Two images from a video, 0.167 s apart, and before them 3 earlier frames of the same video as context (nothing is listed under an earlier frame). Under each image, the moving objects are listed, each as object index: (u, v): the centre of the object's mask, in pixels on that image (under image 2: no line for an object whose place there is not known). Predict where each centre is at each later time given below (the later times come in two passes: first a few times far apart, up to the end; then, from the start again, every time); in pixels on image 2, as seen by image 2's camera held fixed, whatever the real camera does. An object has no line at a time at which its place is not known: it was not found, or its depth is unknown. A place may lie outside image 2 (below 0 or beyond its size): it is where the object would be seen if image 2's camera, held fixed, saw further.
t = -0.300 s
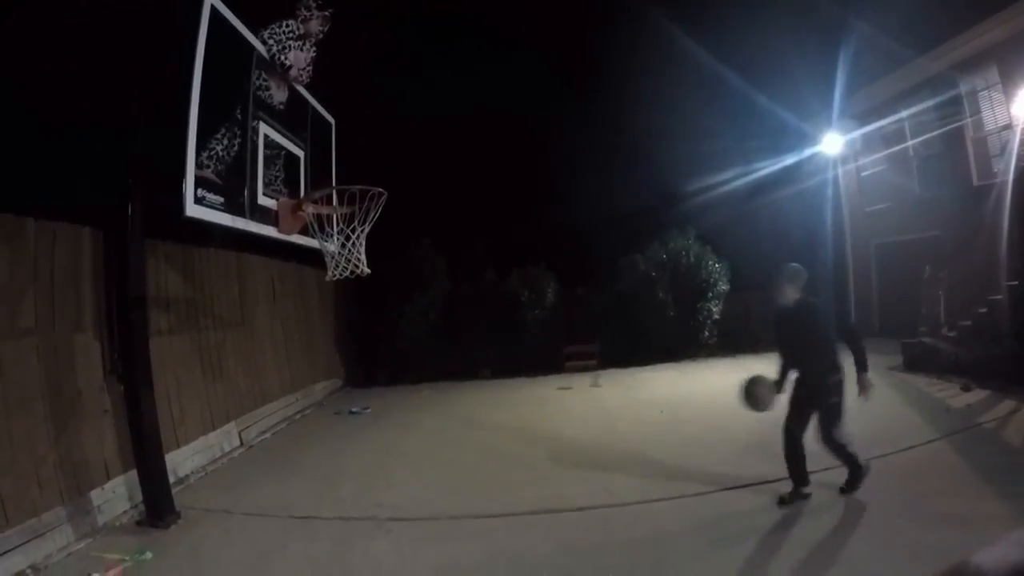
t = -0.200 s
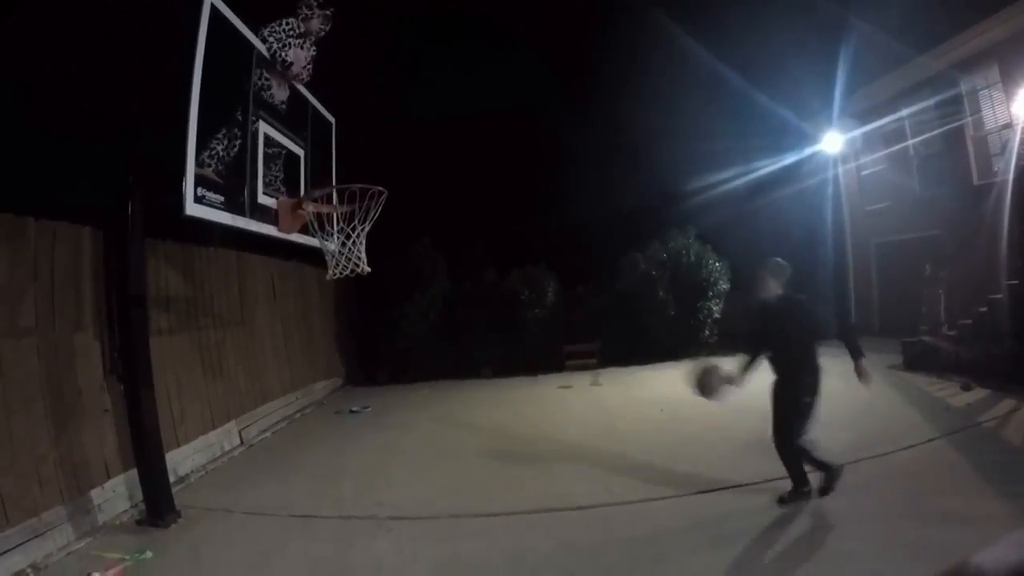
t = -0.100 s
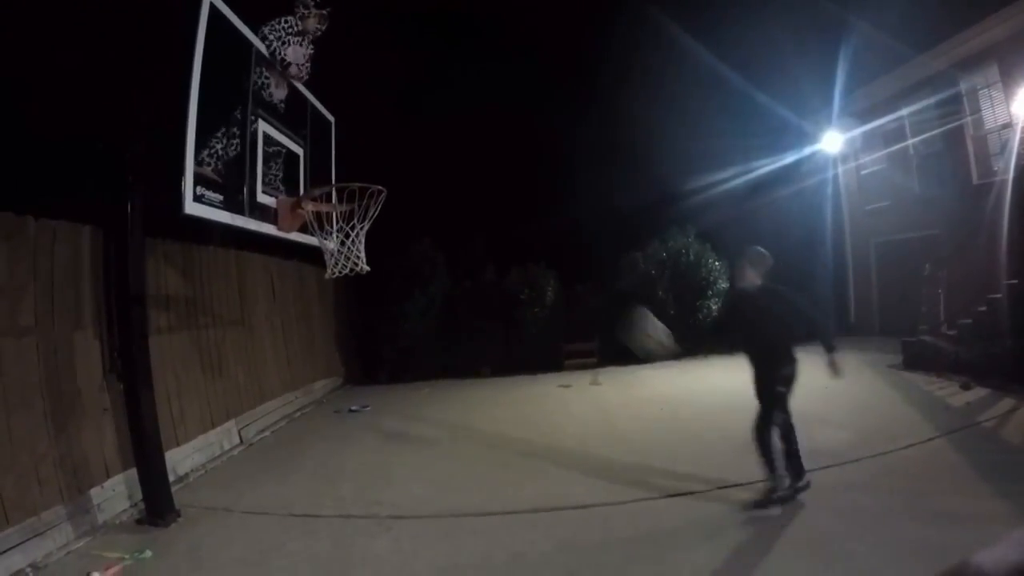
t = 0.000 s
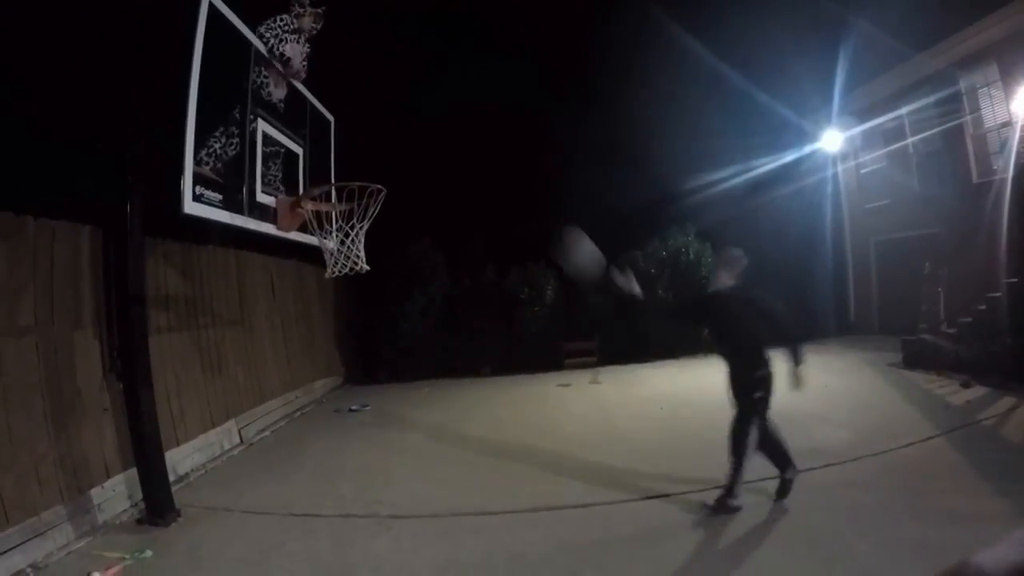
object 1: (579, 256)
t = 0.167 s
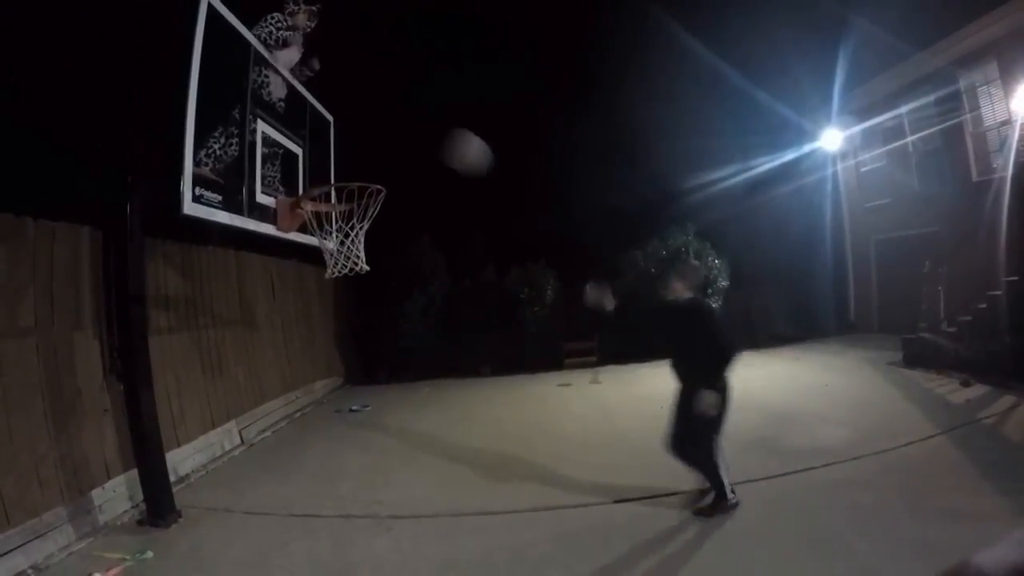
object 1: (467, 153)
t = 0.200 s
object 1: (445, 139)
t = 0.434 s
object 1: (307, 98)
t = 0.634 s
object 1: (376, 91)
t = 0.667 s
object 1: (390, 96)
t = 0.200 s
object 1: (445, 139)
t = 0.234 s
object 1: (423, 127)
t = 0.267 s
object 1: (403, 117)
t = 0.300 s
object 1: (382, 109)
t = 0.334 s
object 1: (362, 104)
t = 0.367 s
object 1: (343, 99)
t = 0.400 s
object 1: (325, 98)
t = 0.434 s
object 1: (307, 98)
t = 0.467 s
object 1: (309, 95)
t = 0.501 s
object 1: (322, 90)
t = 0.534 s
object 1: (335, 88)
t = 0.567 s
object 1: (347, 88)
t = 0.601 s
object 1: (361, 89)
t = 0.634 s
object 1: (376, 91)
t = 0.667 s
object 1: (390, 96)
